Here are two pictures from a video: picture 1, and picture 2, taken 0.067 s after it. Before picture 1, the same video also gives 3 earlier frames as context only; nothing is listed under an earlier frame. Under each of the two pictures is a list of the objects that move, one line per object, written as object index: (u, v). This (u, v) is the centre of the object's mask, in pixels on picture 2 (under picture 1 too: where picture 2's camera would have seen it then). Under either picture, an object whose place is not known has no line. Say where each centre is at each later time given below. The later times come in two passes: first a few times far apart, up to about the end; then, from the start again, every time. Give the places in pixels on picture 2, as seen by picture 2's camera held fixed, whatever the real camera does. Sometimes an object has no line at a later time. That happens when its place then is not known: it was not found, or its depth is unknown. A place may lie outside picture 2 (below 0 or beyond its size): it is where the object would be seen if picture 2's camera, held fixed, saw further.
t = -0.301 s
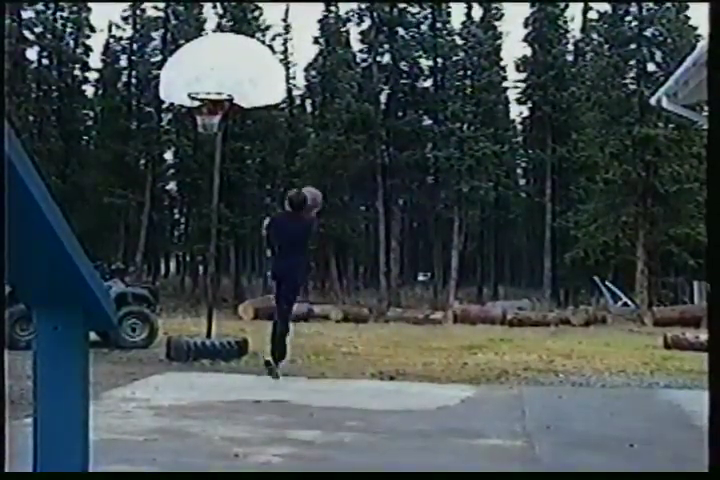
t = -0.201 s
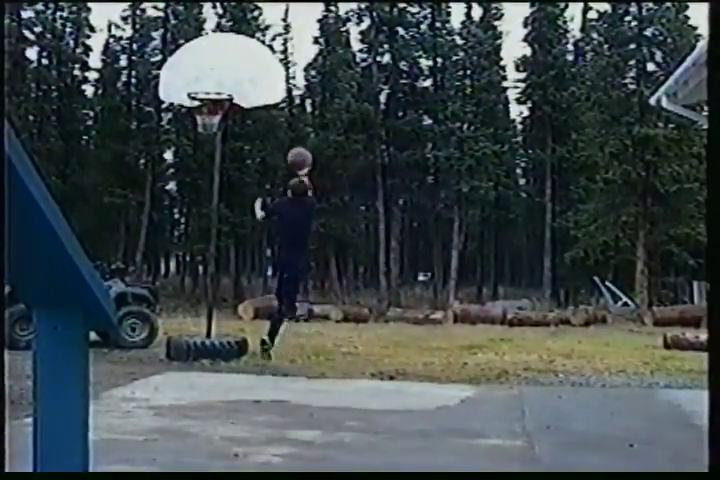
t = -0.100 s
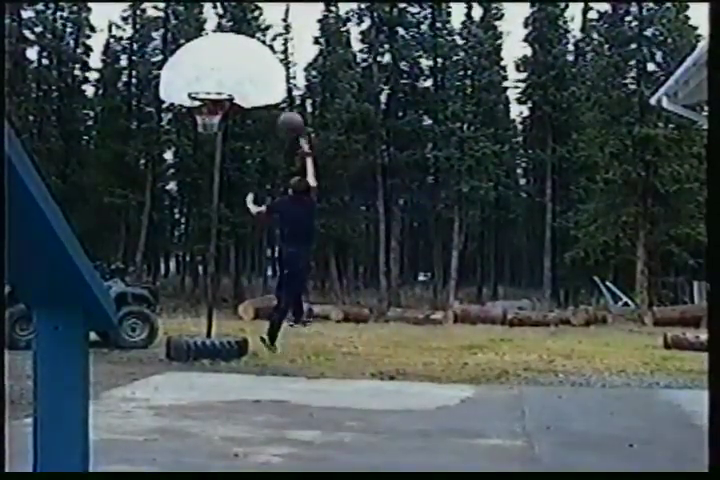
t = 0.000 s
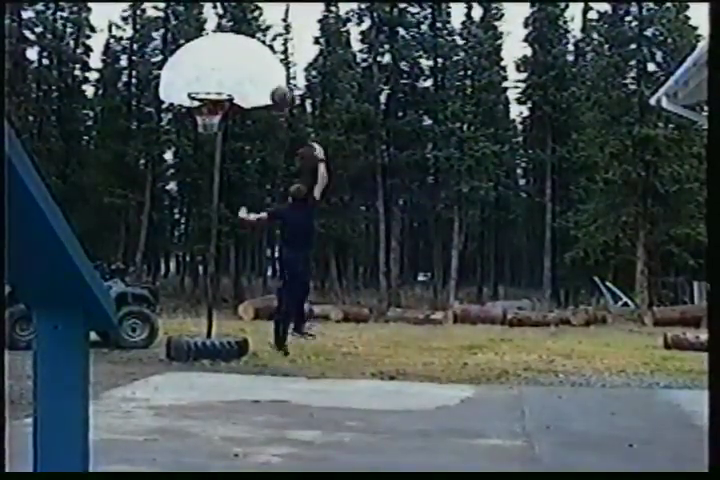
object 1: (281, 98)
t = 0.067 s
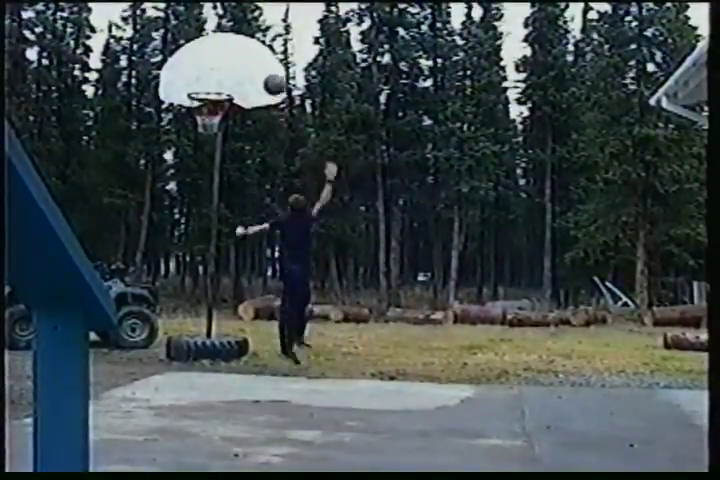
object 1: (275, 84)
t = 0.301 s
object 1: (252, 74)
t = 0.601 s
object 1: (238, 78)
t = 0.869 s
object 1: (228, 82)
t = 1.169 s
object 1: (210, 91)
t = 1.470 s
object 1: (193, 121)
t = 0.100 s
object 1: (271, 80)
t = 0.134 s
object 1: (268, 77)
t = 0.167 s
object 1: (265, 74)
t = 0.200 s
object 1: (262, 73)
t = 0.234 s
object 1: (258, 72)
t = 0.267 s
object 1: (255, 73)
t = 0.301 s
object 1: (252, 74)
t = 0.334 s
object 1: (249, 76)
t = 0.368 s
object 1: (245, 79)
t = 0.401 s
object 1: (241, 83)
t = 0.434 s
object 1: (238, 88)
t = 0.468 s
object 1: (237, 87)
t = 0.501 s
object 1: (238, 84)
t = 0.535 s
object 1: (239, 82)
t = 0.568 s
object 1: (238, 81)
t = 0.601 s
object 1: (238, 78)
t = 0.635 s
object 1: (237, 77)
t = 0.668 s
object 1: (236, 77)
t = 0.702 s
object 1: (235, 77)
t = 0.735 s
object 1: (234, 79)
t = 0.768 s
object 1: (232, 81)
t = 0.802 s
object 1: (231, 84)
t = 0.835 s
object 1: (230, 84)
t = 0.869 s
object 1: (228, 82)
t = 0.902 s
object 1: (227, 81)
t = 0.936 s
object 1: (225, 80)
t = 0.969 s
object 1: (224, 81)
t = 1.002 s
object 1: (222, 82)
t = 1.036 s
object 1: (220, 84)
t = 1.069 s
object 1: (218, 87)
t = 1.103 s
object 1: (215, 88)
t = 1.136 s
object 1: (213, 89)
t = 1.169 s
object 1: (210, 91)
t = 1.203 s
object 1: (206, 94)
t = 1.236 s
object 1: (201, 96)
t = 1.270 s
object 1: (200, 101)
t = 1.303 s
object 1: (195, 109)
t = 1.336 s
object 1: (192, 113)
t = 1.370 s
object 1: (191, 114)
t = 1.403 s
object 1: (190, 113)
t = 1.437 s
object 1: (192, 121)
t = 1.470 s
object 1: (193, 121)
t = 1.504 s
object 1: (195, 126)
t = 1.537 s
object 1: (196, 132)
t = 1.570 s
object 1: (195, 137)
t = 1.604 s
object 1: (196, 145)
